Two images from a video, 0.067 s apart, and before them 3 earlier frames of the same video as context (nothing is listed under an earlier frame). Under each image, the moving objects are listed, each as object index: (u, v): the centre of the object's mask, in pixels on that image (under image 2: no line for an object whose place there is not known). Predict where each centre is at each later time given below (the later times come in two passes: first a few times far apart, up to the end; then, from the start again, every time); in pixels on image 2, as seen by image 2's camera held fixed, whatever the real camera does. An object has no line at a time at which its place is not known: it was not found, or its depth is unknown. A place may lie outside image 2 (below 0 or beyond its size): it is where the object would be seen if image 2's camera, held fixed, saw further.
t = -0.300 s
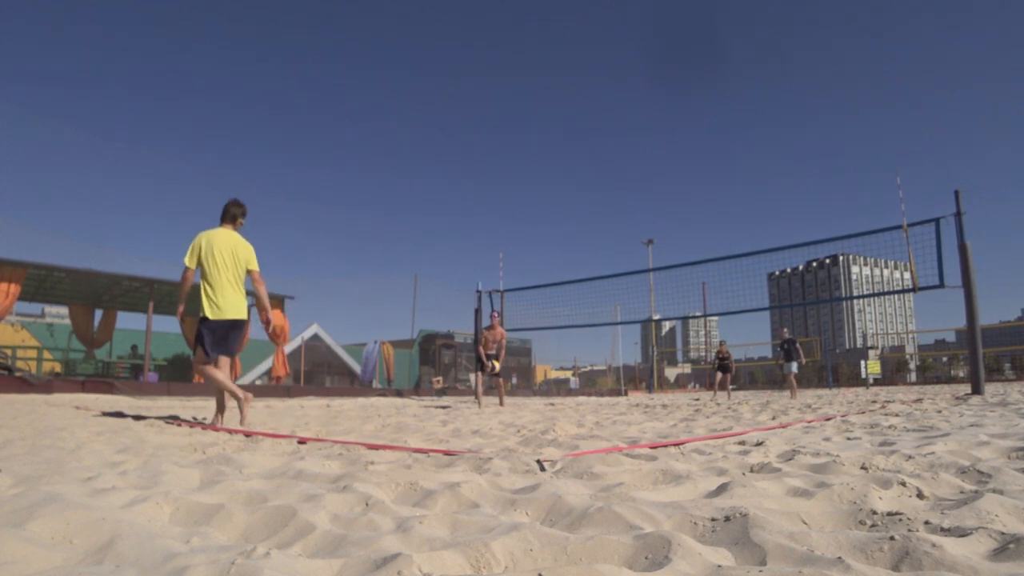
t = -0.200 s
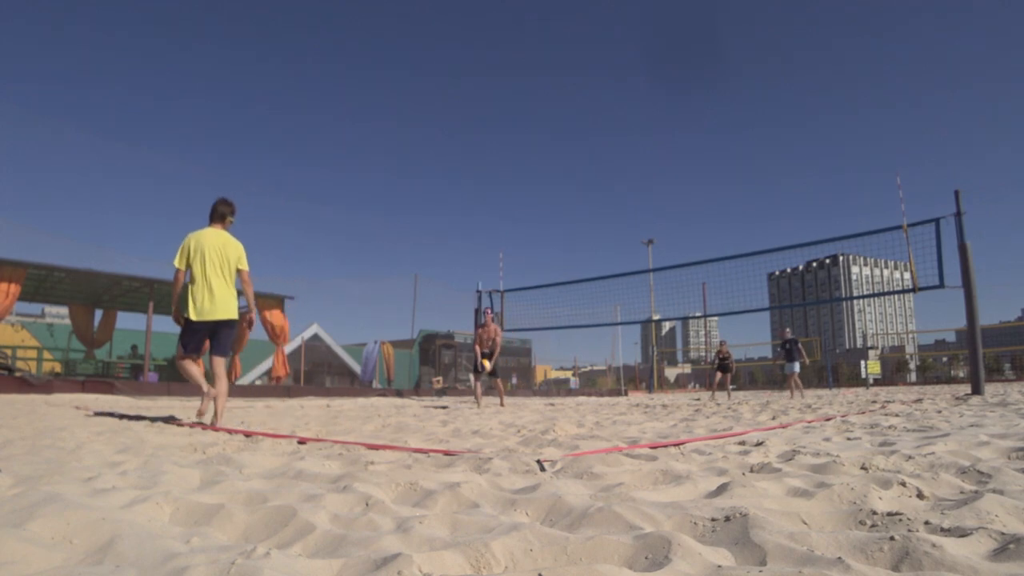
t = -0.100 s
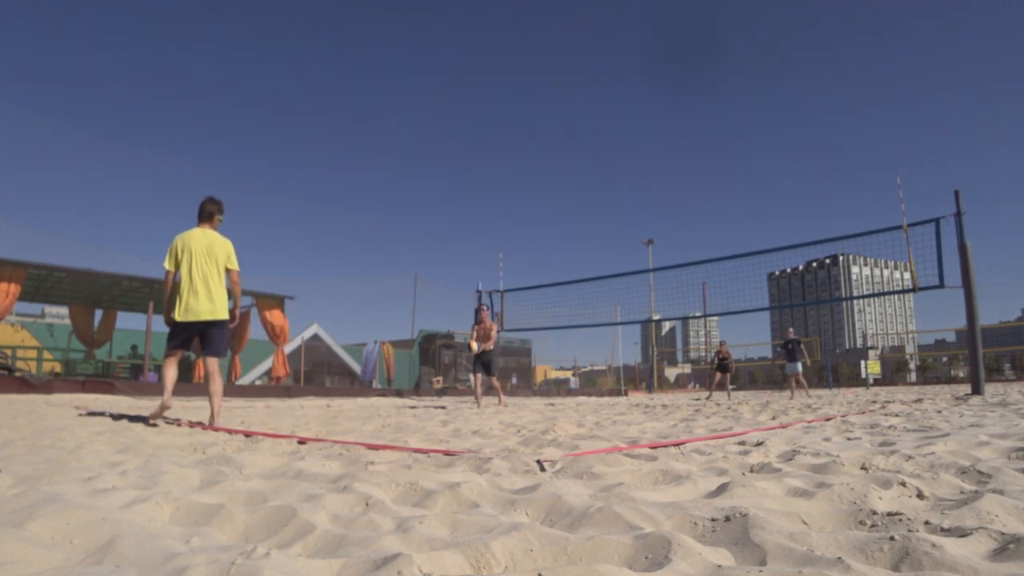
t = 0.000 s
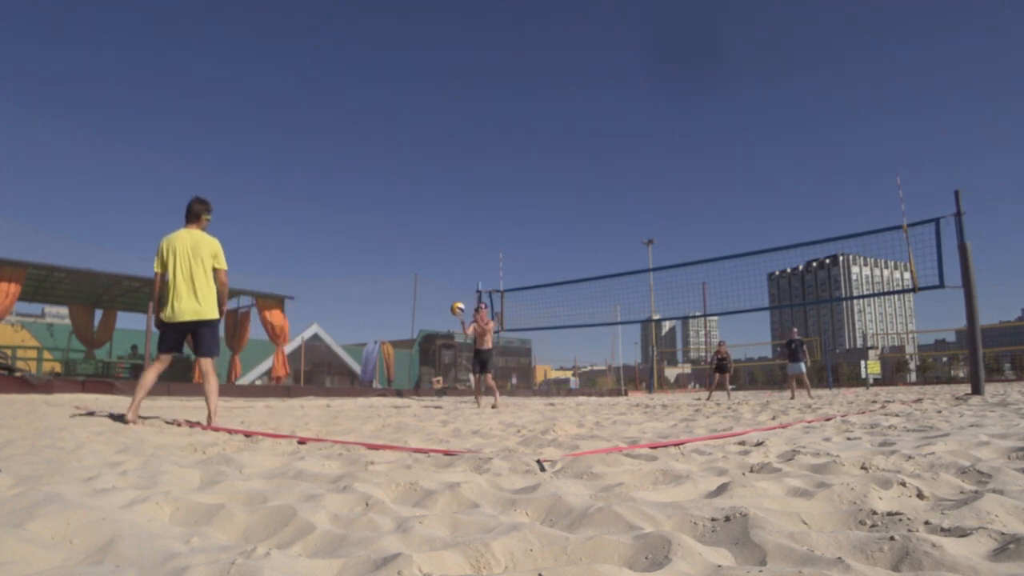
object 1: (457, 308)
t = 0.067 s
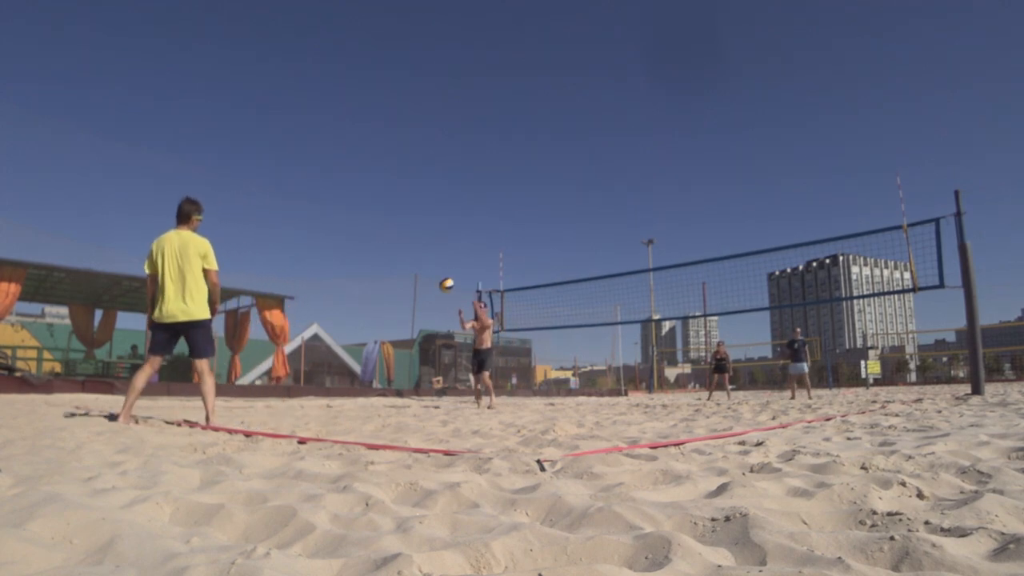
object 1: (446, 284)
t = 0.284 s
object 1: (408, 220)
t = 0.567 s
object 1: (350, 176)
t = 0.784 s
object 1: (296, 183)
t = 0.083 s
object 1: (443, 278)
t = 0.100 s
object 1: (440, 273)
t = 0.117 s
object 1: (438, 267)
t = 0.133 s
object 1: (435, 262)
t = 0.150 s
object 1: (432, 257)
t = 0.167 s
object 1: (429, 252)
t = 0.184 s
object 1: (426, 247)
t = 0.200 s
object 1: (423, 242)
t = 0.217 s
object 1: (419, 238)
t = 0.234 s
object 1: (417, 233)
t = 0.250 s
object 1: (414, 229)
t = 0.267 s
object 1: (411, 224)
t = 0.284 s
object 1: (408, 220)
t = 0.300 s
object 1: (405, 216)
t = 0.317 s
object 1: (401, 213)
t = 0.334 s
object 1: (398, 209)
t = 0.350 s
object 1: (395, 205)
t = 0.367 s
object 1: (392, 202)
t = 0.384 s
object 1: (388, 199)
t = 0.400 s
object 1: (385, 196)
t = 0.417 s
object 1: (382, 193)
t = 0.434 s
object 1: (378, 190)
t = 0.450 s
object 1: (375, 188)
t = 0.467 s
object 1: (372, 186)
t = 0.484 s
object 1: (368, 183)
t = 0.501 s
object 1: (364, 182)
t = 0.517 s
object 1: (361, 180)
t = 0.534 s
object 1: (357, 178)
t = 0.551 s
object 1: (353, 177)
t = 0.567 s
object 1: (350, 176)
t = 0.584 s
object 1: (346, 176)
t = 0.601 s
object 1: (342, 175)
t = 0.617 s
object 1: (338, 174)
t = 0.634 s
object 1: (334, 174)
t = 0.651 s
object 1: (330, 174)
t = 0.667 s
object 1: (326, 174)
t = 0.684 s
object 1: (322, 175)
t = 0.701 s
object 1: (317, 175)
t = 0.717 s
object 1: (313, 177)
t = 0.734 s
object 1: (309, 178)
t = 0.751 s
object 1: (304, 179)
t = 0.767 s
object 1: (300, 181)
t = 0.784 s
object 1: (296, 183)
